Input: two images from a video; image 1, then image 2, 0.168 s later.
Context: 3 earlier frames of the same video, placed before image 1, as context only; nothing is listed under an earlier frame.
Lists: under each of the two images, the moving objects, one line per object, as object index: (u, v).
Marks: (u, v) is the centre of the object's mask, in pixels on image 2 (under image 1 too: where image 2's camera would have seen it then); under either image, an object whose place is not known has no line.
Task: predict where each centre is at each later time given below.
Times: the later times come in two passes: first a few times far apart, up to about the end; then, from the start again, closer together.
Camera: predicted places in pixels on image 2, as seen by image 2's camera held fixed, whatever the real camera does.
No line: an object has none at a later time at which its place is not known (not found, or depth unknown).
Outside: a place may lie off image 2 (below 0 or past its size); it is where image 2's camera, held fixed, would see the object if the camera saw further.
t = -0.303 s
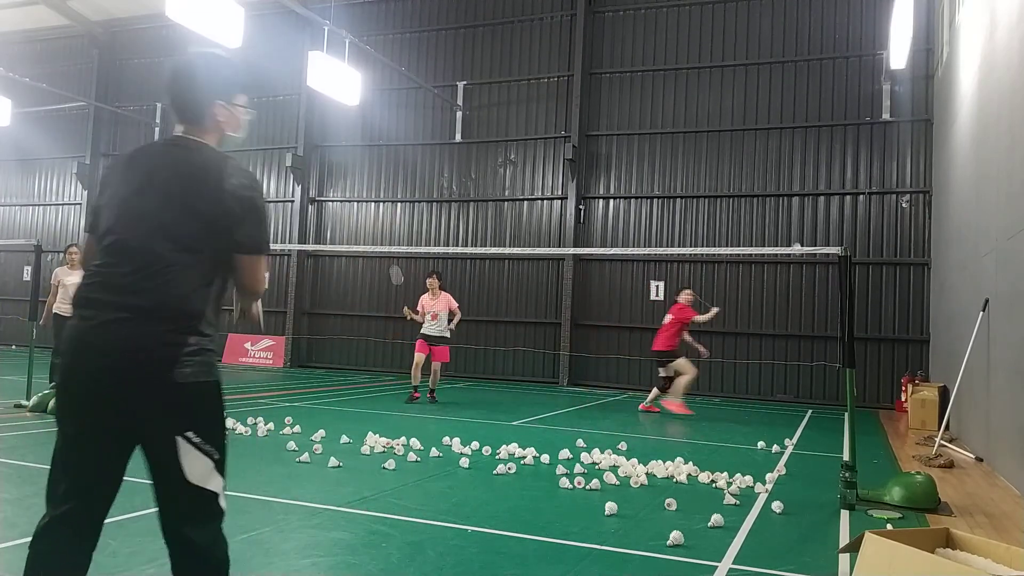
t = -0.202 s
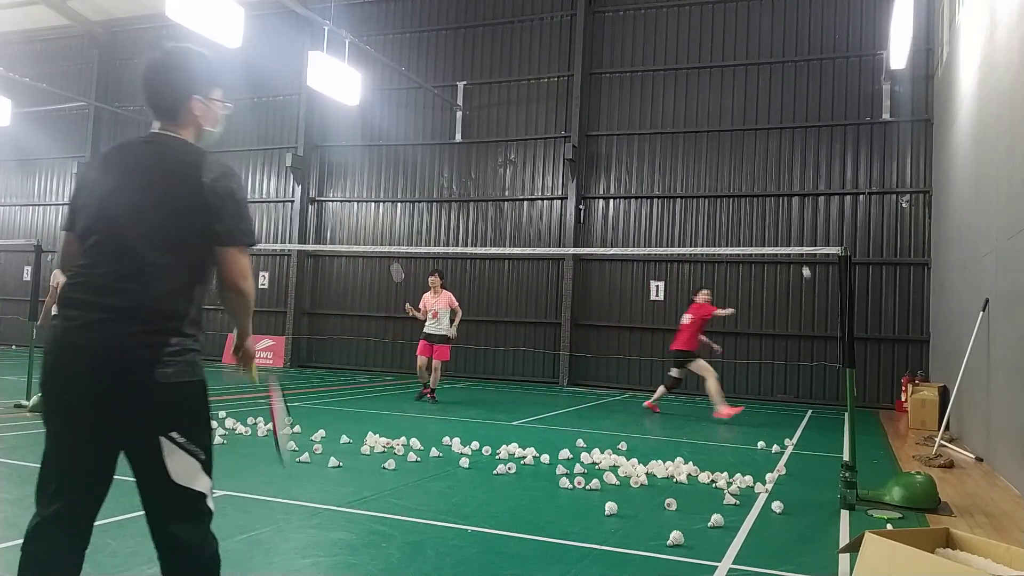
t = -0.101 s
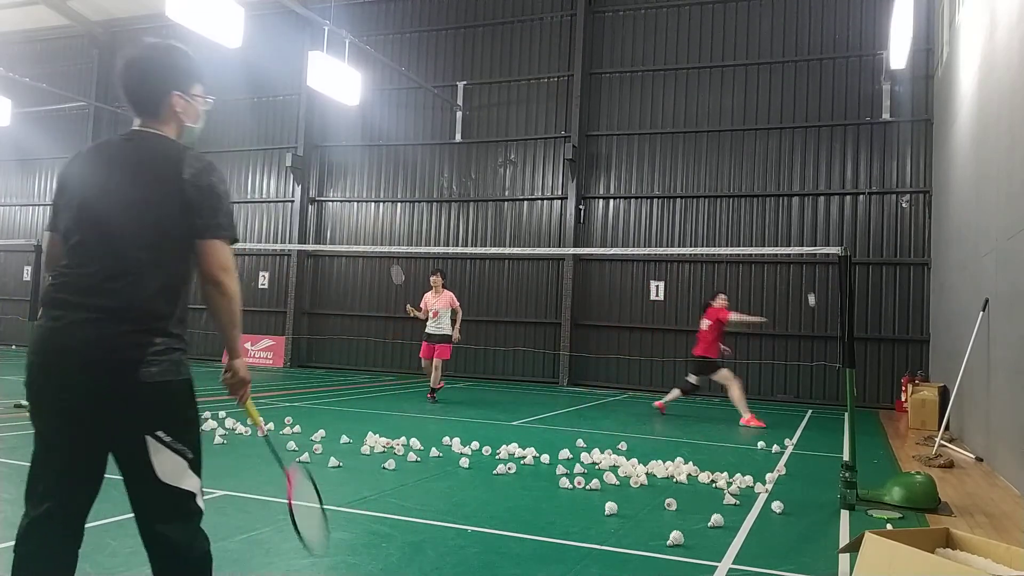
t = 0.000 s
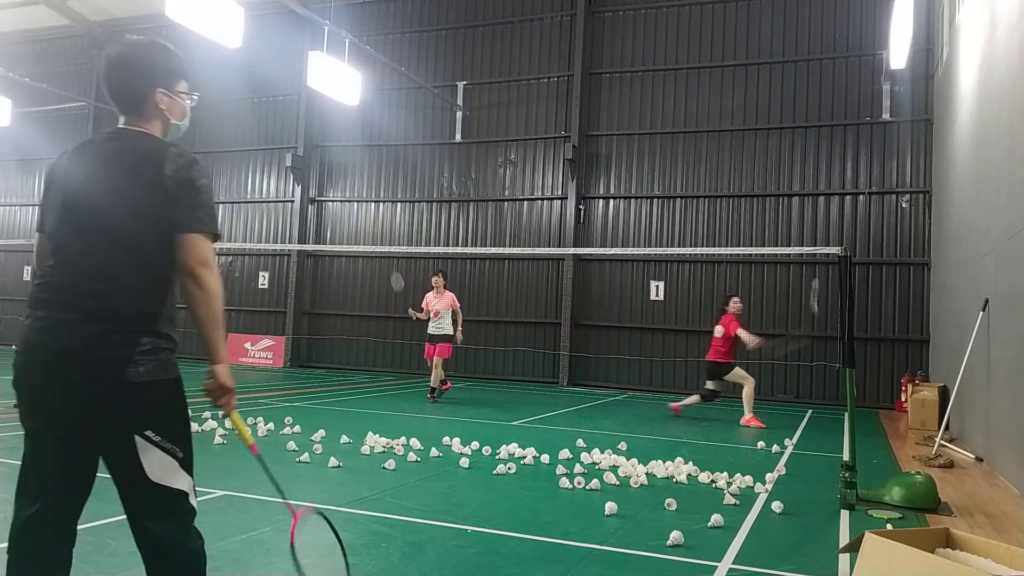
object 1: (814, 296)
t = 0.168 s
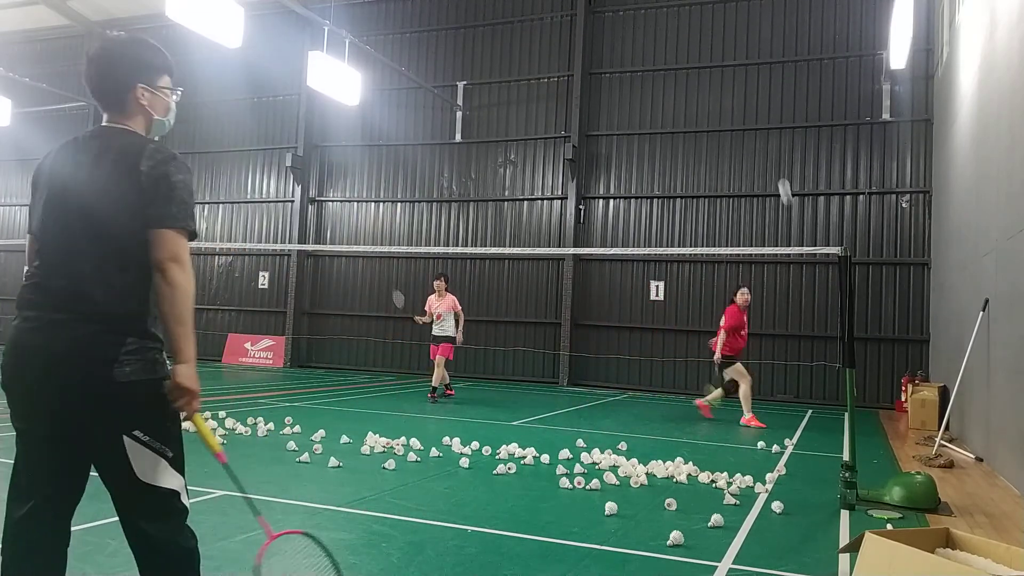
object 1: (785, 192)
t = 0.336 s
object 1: (747, 110)
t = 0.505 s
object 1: (685, 66)
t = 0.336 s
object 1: (747, 110)
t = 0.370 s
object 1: (738, 98)
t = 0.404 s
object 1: (727, 87)
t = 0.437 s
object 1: (715, 77)
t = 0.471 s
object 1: (700, 70)
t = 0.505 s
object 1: (685, 66)
